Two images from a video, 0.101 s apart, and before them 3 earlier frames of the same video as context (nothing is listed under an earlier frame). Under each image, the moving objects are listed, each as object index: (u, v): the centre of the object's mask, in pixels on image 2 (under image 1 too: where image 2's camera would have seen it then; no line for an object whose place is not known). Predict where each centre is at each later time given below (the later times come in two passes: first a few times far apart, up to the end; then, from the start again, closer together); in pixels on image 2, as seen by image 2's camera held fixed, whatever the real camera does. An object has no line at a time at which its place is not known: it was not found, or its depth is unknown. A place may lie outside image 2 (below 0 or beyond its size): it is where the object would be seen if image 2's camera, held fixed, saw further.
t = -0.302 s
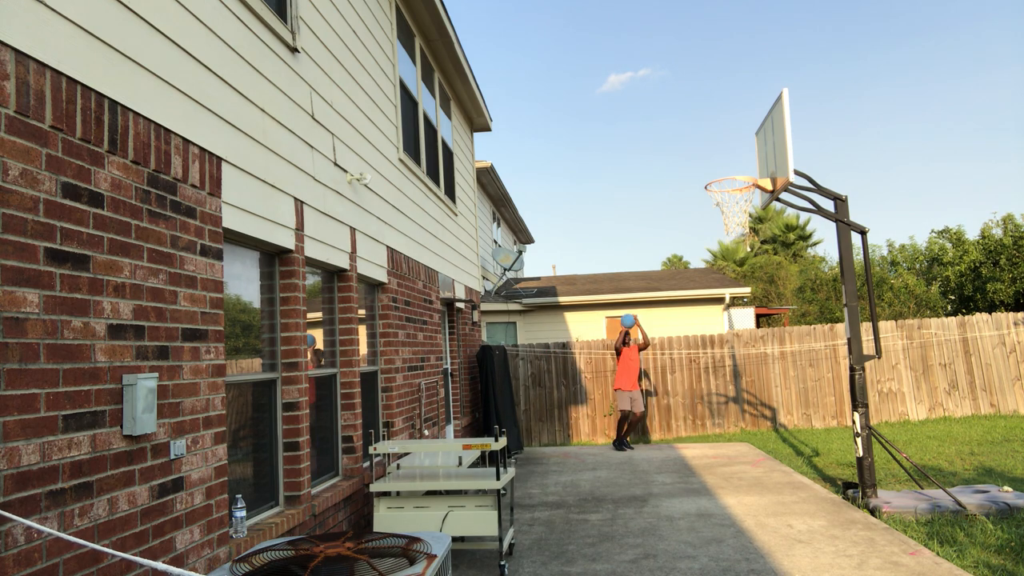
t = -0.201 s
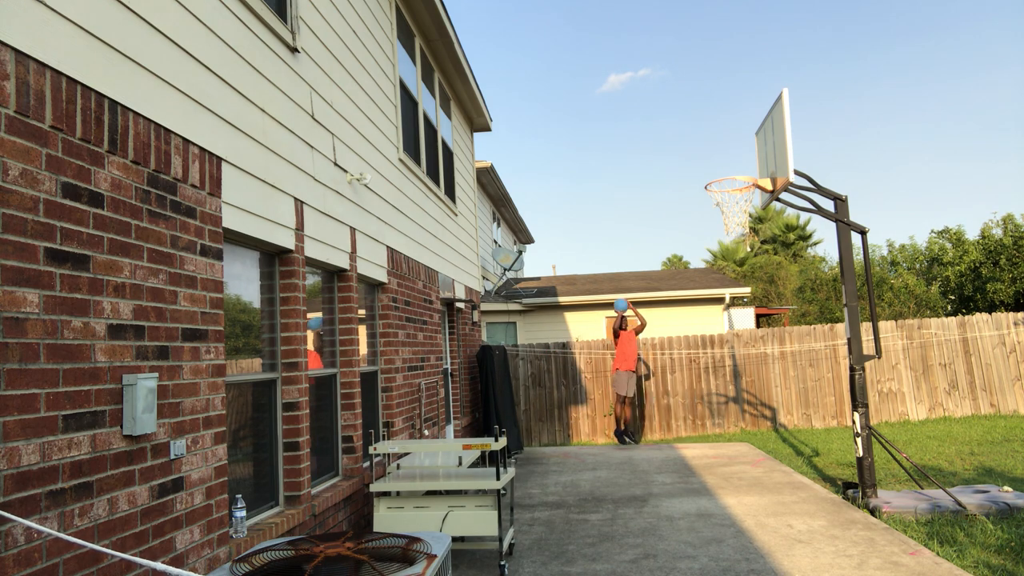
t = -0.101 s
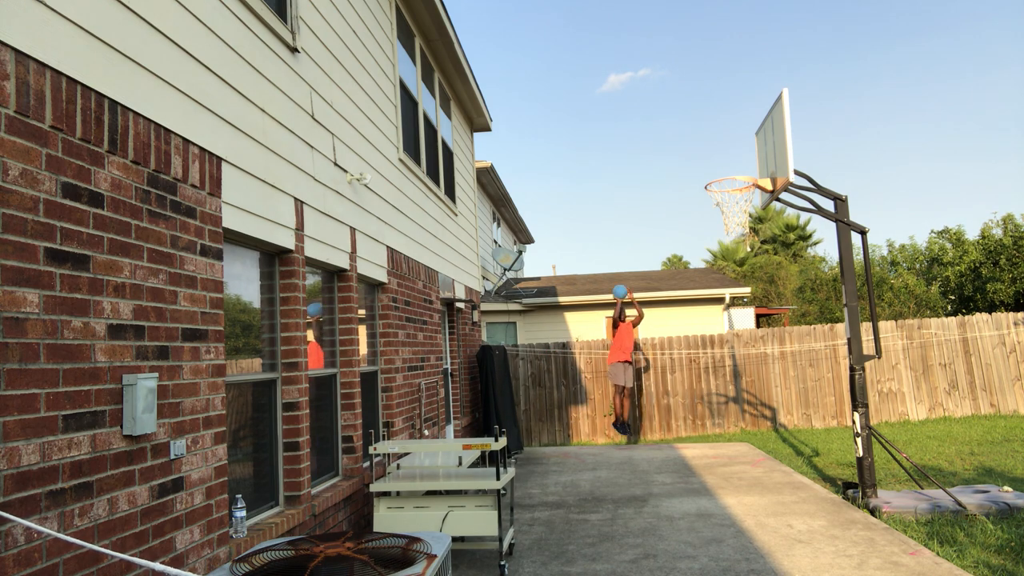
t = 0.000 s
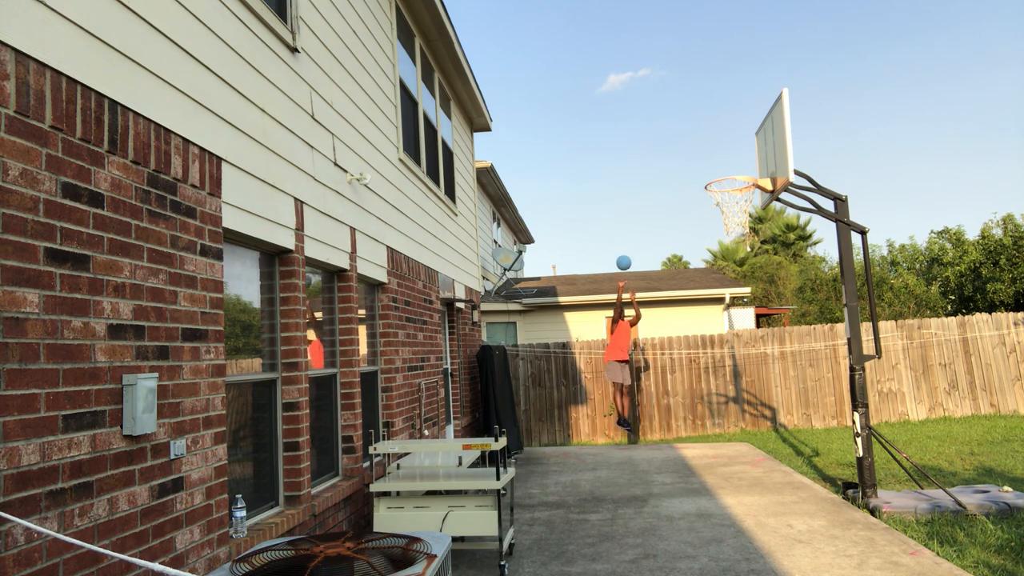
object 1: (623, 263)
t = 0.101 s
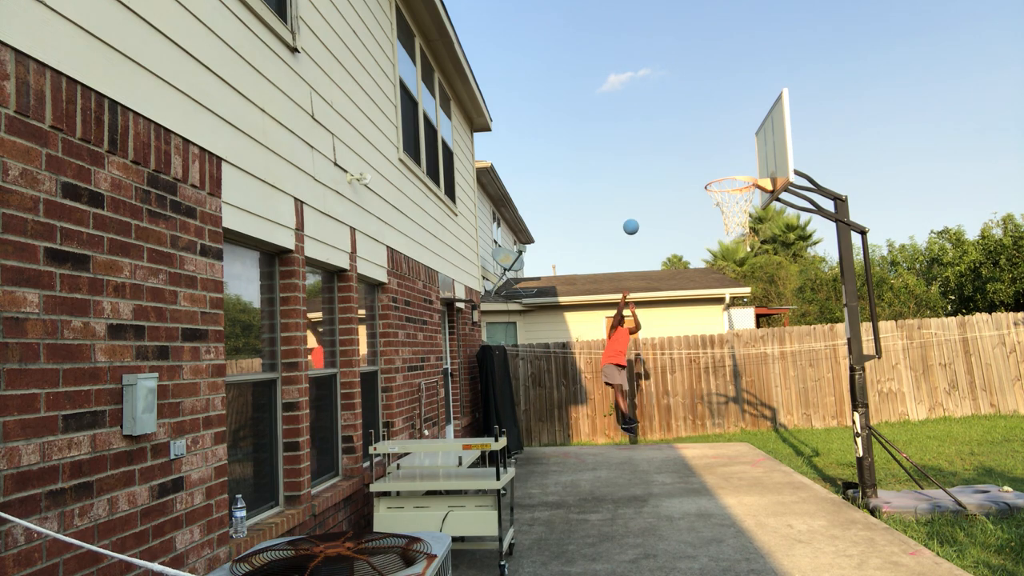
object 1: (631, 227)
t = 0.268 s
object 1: (645, 178)
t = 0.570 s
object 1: (680, 136)
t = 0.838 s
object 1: (726, 160)
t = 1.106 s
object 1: (712, 232)
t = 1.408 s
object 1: (661, 367)
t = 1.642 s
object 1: (632, 480)
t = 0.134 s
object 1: (633, 216)
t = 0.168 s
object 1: (636, 205)
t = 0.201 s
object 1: (639, 196)
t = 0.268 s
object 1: (645, 178)
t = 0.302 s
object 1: (648, 170)
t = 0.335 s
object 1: (652, 163)
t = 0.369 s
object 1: (655, 157)
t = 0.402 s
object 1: (659, 152)
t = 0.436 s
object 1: (663, 147)
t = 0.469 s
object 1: (667, 143)
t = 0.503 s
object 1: (671, 139)
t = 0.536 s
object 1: (676, 137)
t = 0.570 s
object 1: (680, 136)
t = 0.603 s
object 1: (685, 135)
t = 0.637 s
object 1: (690, 135)
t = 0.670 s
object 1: (695, 137)
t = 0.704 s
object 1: (701, 139)
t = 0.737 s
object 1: (707, 142)
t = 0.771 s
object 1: (713, 147)
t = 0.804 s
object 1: (719, 153)
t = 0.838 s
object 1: (726, 160)
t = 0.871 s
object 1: (733, 167)
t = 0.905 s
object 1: (739, 180)
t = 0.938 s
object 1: (741, 190)
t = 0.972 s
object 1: (736, 201)
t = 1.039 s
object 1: (723, 218)
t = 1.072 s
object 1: (718, 224)
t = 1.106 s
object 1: (712, 232)
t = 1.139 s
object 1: (707, 240)
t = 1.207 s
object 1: (695, 261)
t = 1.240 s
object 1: (685, 286)
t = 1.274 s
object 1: (680, 300)
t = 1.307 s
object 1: (675, 315)
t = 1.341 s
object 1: (671, 331)
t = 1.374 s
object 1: (666, 348)
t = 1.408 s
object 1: (661, 367)
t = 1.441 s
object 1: (657, 386)
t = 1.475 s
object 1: (653, 407)
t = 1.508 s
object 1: (649, 428)
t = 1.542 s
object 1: (645, 451)
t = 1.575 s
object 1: (641, 475)
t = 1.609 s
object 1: (637, 499)
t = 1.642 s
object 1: (632, 480)
